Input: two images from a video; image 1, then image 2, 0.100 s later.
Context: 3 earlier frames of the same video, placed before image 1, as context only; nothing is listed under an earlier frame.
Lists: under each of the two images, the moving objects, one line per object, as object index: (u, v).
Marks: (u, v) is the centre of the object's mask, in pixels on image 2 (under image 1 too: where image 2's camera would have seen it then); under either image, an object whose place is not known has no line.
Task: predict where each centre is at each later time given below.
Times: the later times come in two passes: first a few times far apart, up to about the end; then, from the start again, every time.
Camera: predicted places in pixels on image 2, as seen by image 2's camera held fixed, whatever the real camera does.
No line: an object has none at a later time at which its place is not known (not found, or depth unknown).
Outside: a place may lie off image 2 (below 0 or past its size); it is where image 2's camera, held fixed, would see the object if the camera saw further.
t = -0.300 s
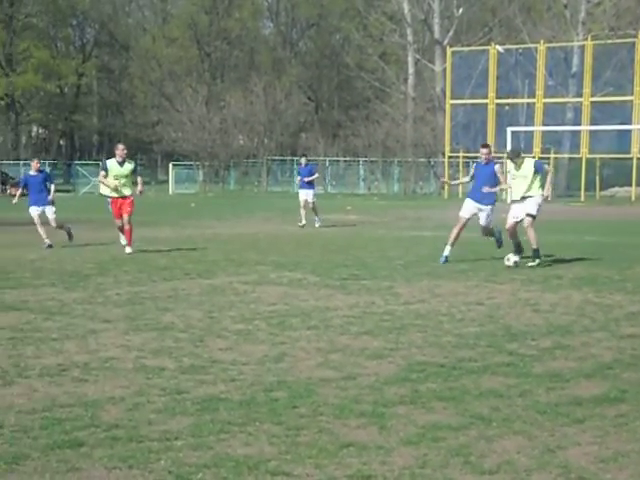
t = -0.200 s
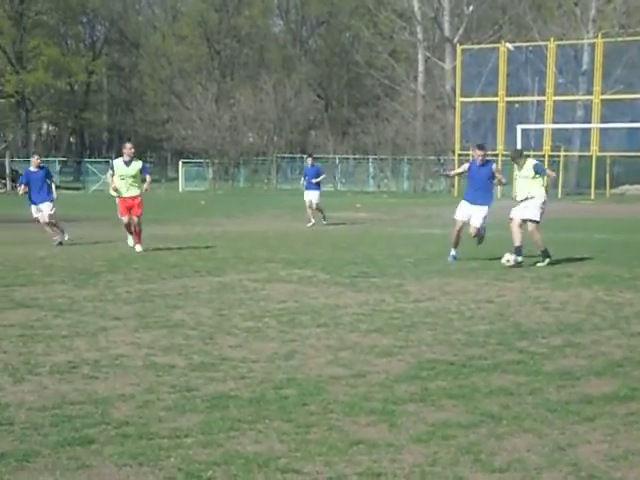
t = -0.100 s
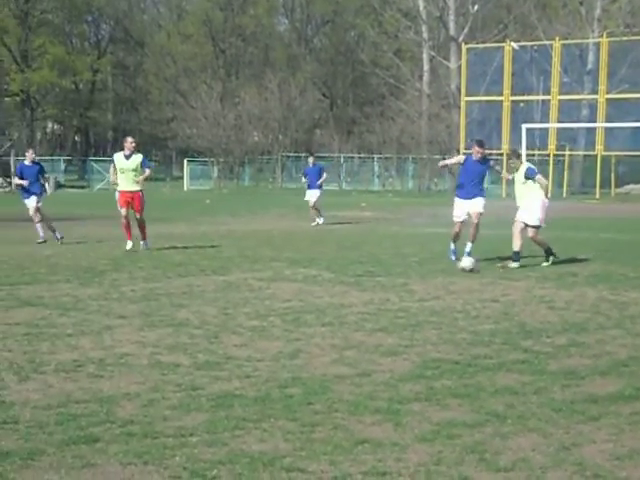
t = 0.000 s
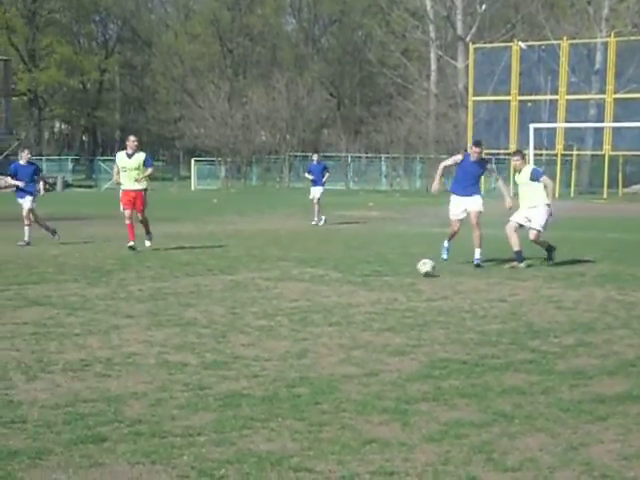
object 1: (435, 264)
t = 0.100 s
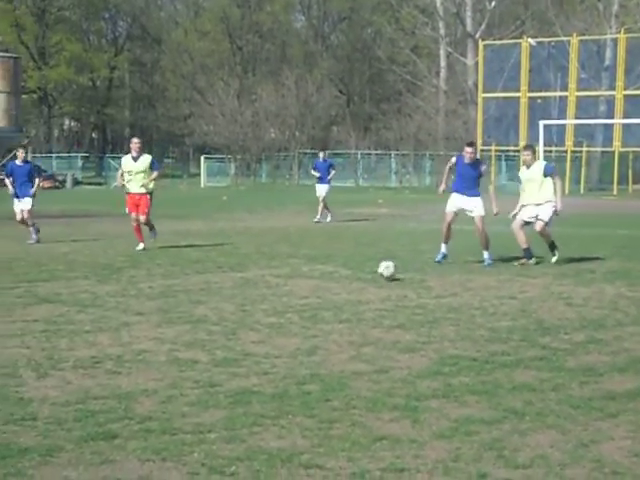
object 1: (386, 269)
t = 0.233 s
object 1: (322, 273)
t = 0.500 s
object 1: (187, 293)
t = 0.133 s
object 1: (370, 271)
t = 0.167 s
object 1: (353, 274)
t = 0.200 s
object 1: (337, 274)
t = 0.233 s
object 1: (322, 273)
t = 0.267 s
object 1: (306, 272)
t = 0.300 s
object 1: (291, 273)
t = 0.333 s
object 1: (275, 274)
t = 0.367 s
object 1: (257, 277)
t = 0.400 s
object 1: (240, 281)
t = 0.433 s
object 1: (223, 286)
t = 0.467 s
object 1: (205, 293)
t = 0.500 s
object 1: (187, 293)
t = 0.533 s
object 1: (172, 290)
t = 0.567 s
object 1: (154, 287)
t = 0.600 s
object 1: (138, 287)
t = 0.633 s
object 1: (120, 287)
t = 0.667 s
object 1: (101, 288)
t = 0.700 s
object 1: (82, 290)
